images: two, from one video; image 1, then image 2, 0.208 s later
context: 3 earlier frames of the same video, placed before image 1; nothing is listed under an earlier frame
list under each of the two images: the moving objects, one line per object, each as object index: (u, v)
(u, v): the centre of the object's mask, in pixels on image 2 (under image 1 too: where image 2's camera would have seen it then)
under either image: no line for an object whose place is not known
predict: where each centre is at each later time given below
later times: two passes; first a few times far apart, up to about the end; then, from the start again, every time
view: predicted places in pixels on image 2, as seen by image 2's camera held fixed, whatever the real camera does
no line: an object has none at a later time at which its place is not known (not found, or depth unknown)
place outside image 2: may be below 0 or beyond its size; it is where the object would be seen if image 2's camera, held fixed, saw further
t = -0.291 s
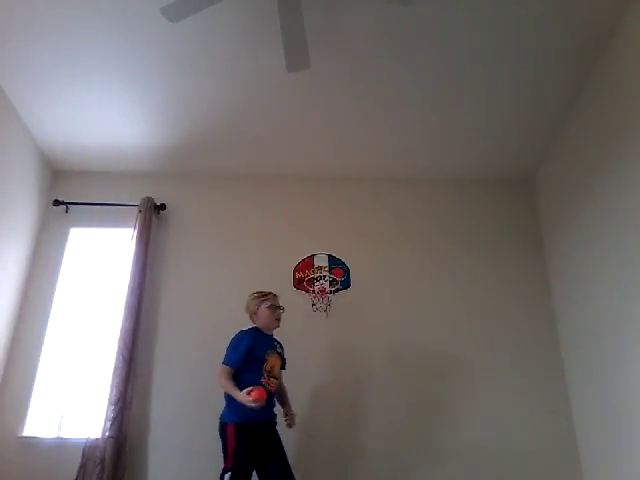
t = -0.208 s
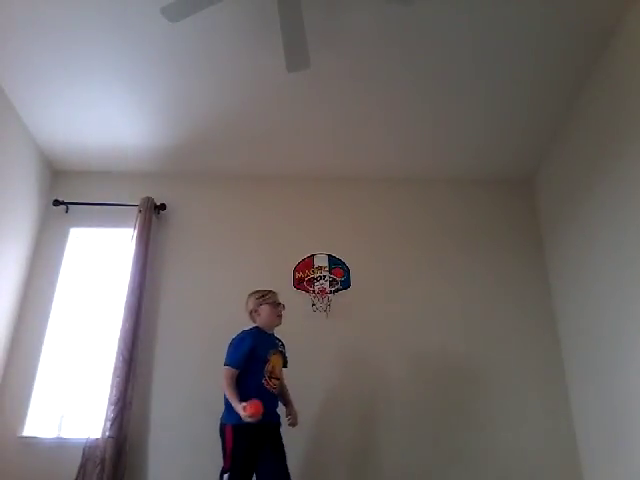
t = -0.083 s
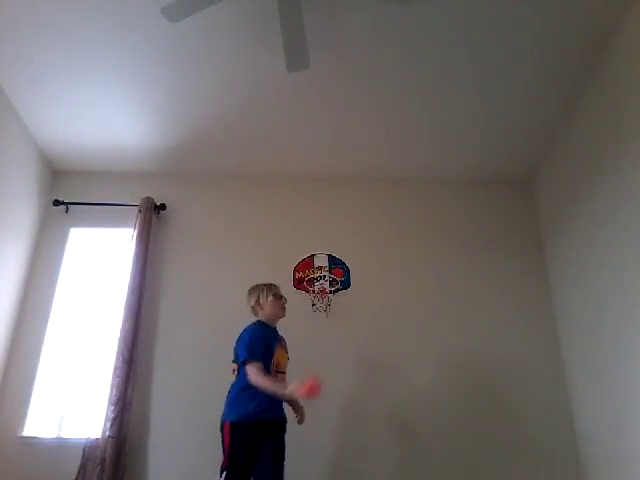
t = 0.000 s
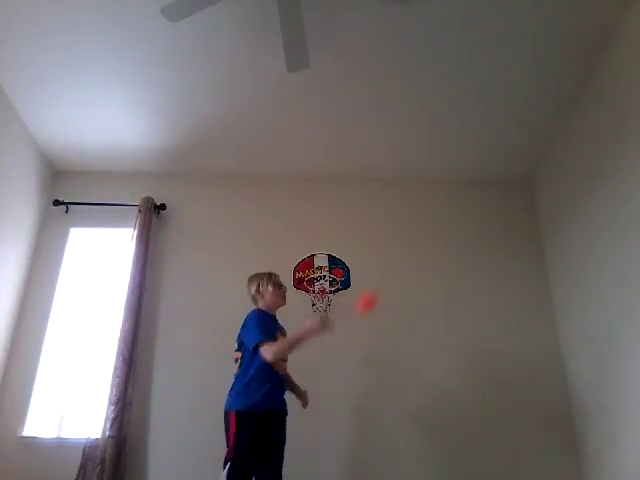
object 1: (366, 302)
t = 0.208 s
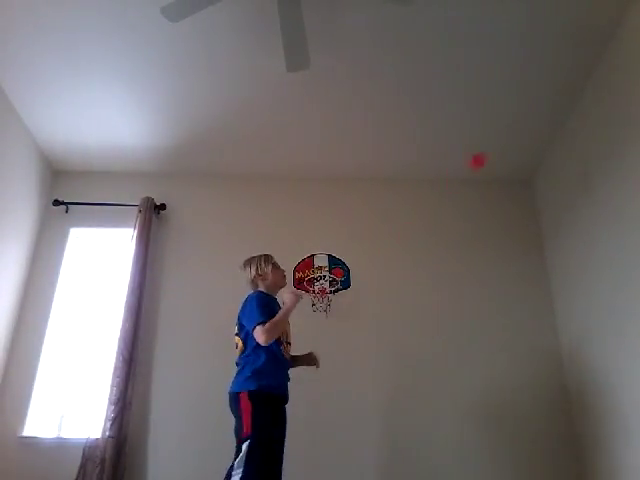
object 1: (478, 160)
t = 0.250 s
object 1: (498, 142)
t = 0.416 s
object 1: (576, 100)
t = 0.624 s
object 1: (511, 136)
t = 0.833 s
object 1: (443, 248)
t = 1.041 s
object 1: (364, 471)
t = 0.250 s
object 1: (498, 142)
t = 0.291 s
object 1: (517, 128)
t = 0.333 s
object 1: (536, 116)
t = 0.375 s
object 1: (555, 107)
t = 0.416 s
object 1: (576, 100)
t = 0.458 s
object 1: (567, 96)
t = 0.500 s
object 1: (551, 103)
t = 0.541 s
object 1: (537, 112)
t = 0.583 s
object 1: (524, 123)
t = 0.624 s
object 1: (511, 136)
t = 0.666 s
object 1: (498, 152)
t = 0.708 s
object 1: (485, 172)
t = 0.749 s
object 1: (471, 194)
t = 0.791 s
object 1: (457, 219)
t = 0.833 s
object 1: (443, 248)
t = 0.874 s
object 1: (429, 282)
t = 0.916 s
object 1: (414, 321)
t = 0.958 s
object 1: (398, 366)
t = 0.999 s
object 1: (381, 416)
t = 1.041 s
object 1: (364, 471)
